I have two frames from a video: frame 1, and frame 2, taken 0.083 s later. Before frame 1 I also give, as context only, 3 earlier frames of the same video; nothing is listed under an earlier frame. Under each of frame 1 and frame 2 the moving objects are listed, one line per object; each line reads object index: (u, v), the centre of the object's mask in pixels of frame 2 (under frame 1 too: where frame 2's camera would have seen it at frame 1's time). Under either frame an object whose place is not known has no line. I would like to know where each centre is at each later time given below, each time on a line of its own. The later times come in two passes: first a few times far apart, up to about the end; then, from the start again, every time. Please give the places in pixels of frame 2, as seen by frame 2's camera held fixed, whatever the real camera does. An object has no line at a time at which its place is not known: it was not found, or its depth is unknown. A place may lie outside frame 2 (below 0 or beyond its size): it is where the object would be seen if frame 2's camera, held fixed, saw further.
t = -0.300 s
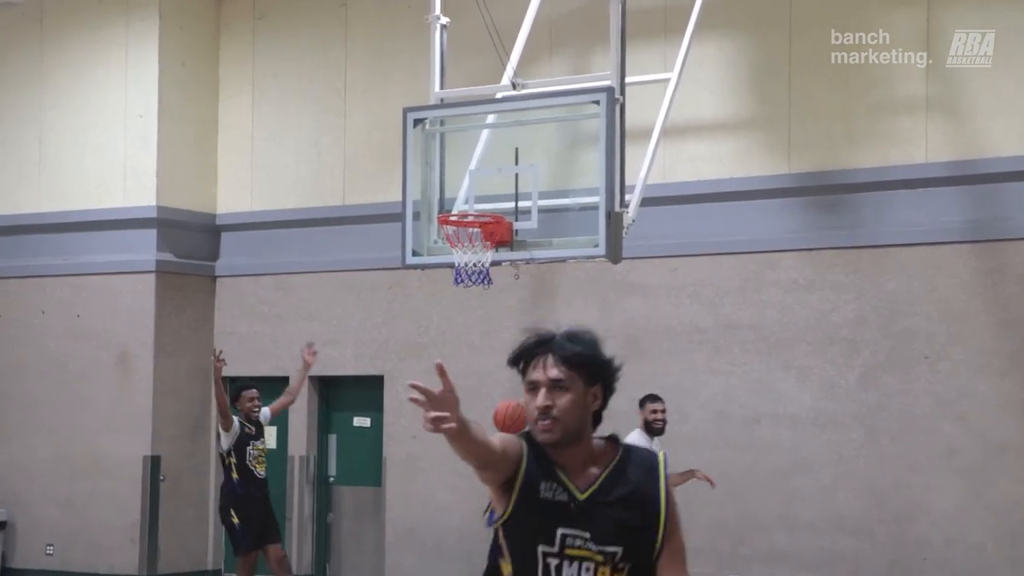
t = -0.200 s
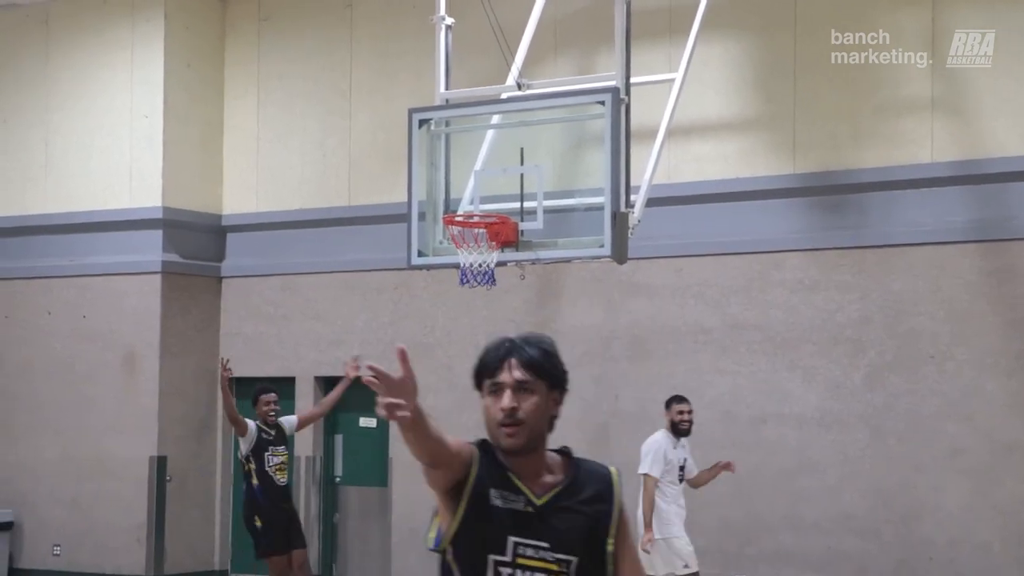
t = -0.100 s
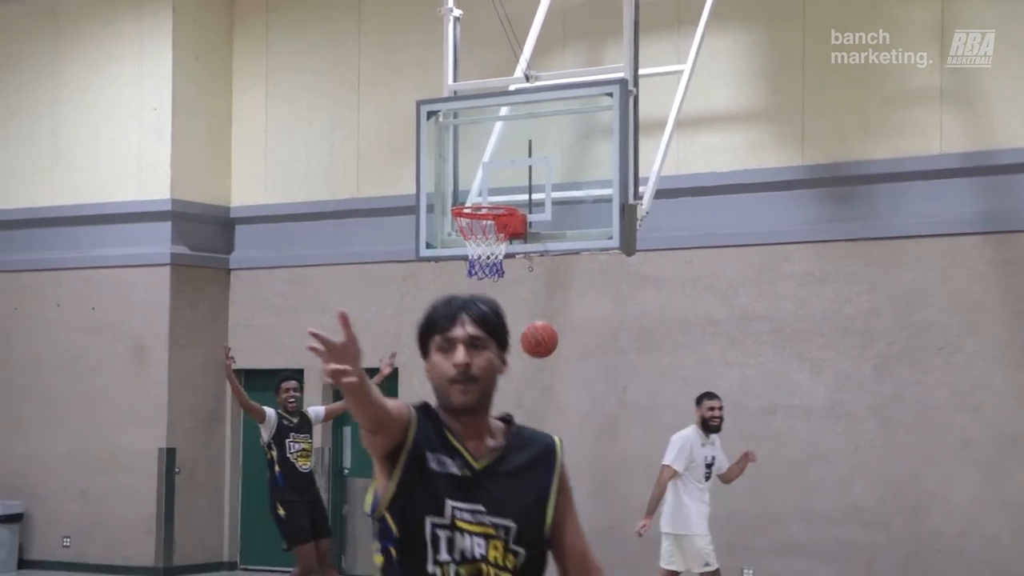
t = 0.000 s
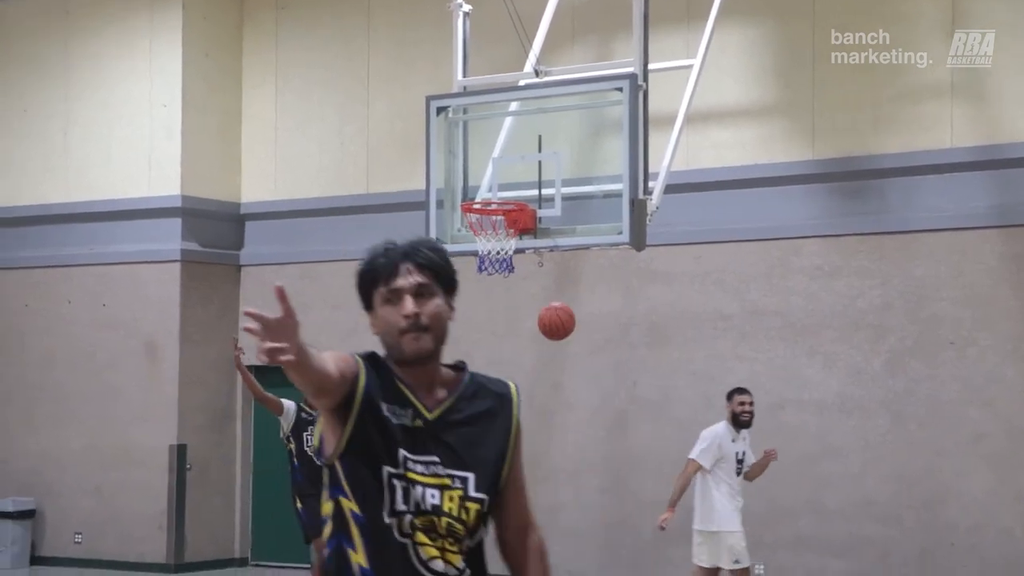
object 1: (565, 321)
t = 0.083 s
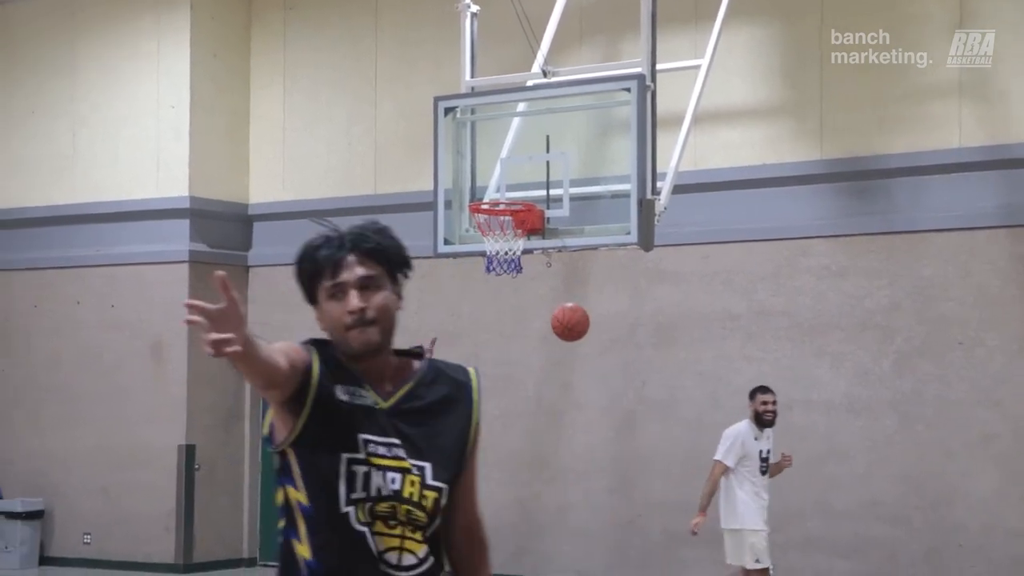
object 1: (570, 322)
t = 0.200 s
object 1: (578, 341)
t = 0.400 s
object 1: (593, 430)
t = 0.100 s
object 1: (571, 323)
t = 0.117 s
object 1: (573, 325)
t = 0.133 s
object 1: (574, 327)
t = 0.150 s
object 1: (575, 330)
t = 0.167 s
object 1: (576, 333)
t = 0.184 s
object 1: (577, 337)
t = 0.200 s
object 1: (578, 341)
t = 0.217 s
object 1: (579, 346)
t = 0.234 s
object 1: (580, 351)
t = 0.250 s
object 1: (582, 357)
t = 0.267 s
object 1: (583, 363)
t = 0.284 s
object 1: (584, 369)
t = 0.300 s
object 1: (585, 376)
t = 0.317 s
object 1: (586, 384)
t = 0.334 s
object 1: (587, 393)
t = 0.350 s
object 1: (588, 401)
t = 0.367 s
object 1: (590, 410)
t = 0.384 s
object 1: (591, 420)
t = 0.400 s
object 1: (593, 430)
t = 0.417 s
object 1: (594, 442)
